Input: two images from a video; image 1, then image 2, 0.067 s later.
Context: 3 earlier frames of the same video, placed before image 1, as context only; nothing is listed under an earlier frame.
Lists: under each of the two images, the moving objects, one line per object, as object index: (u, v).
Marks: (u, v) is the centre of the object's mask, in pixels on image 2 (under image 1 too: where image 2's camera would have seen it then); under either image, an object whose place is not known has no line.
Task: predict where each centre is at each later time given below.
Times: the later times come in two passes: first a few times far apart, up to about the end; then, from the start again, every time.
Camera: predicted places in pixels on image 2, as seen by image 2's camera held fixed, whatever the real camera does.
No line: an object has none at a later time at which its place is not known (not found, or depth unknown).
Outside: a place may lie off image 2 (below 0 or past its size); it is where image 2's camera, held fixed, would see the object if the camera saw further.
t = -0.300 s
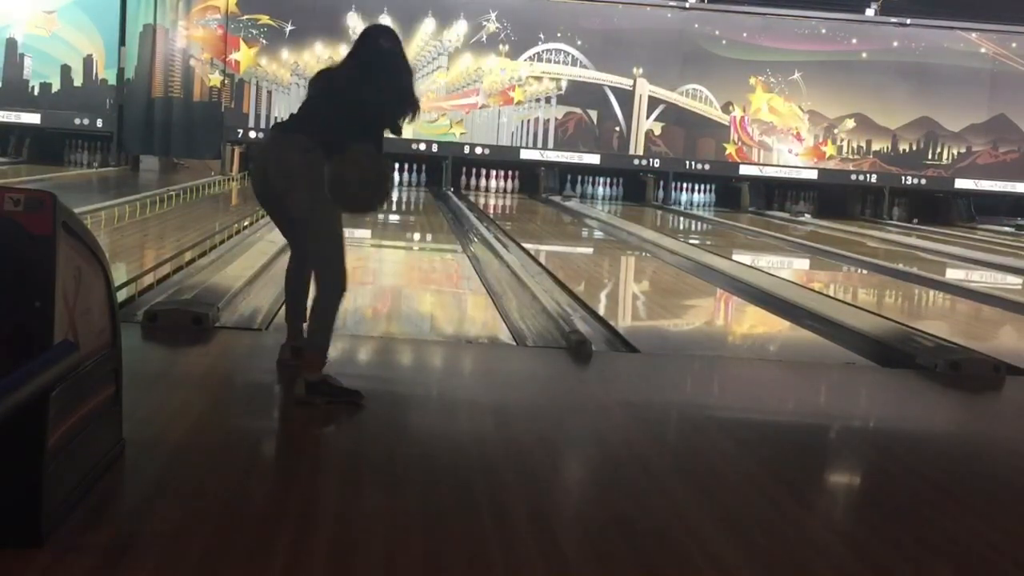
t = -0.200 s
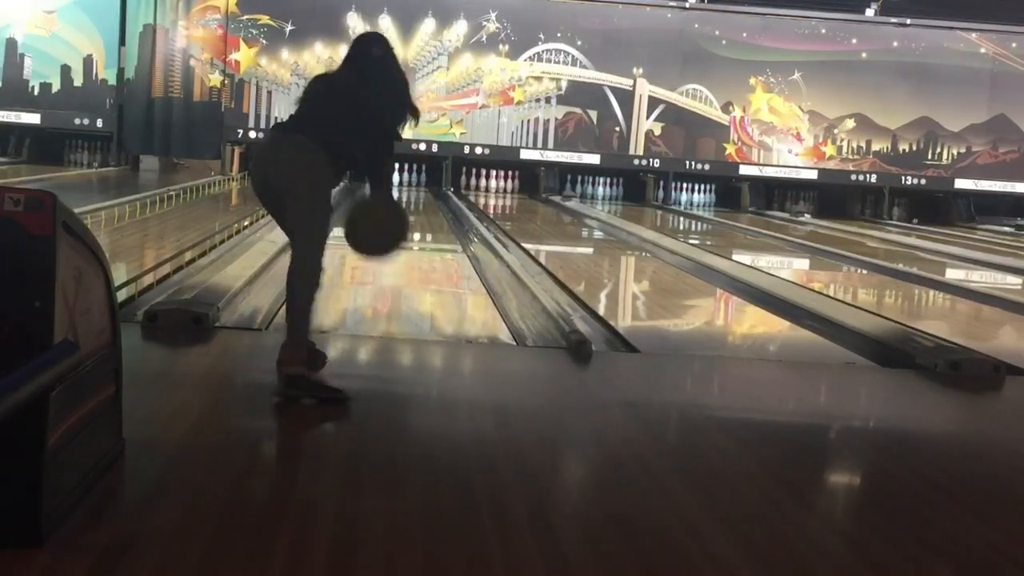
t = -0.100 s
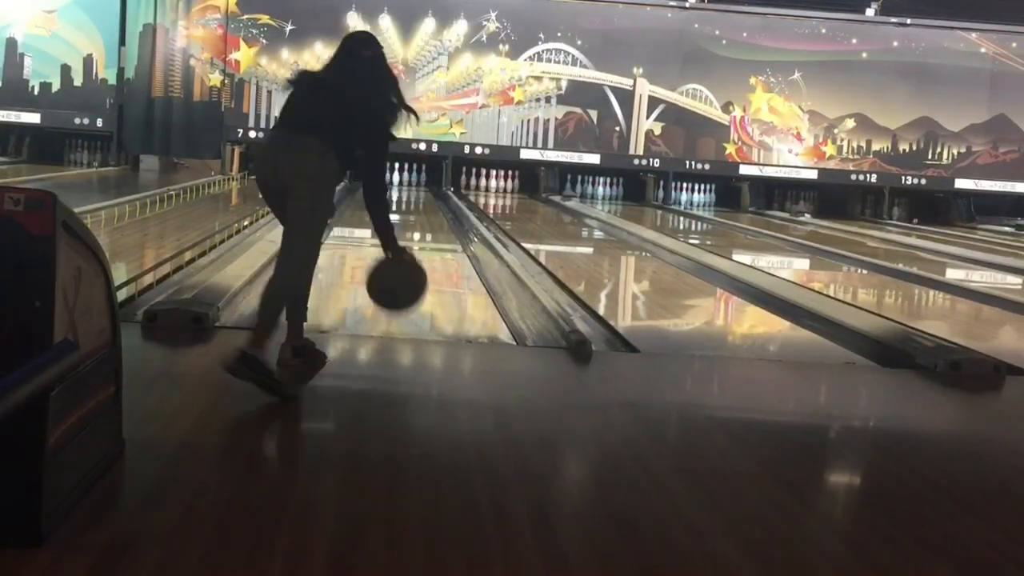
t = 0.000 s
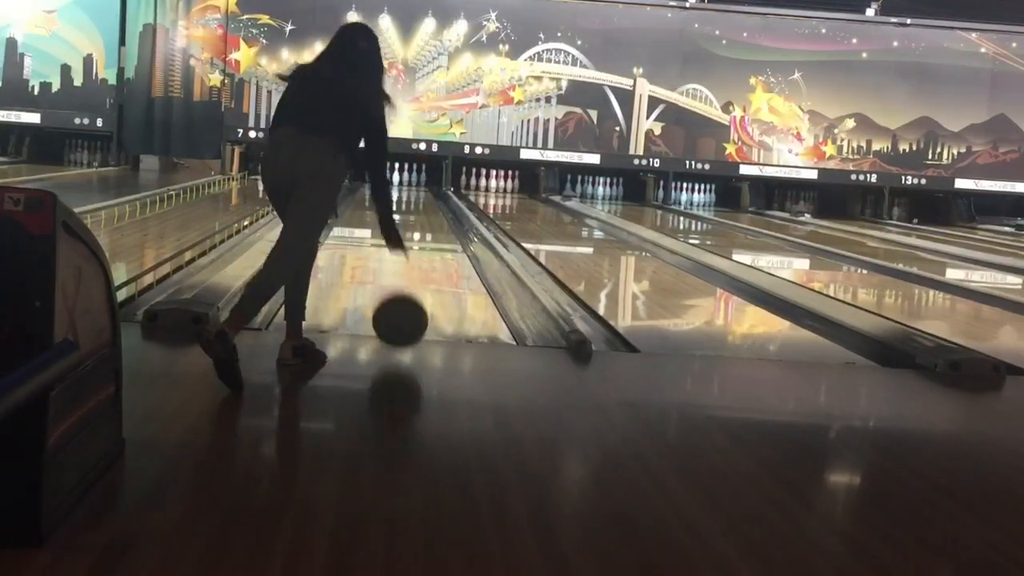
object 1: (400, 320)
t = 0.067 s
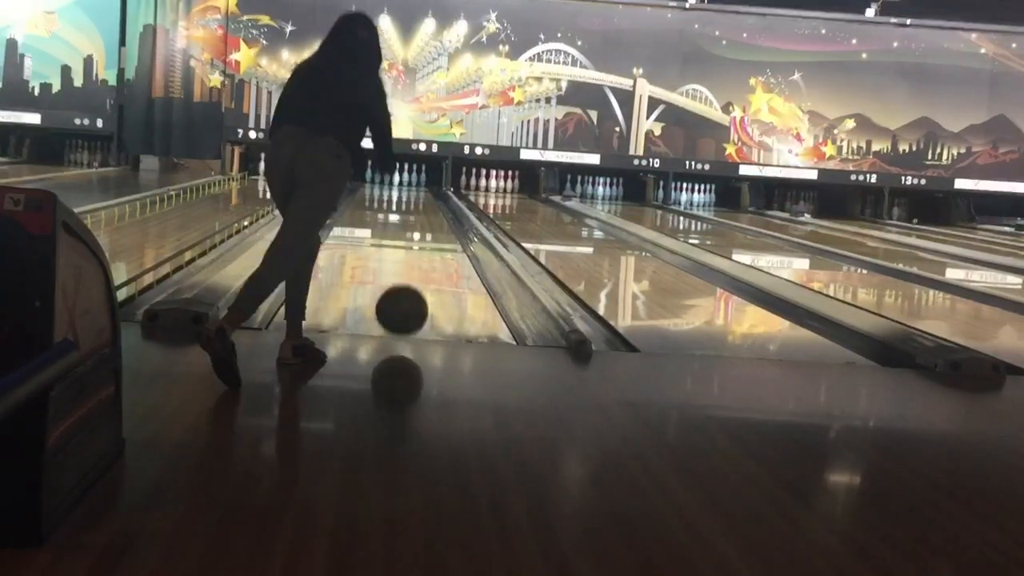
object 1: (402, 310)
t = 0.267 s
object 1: (405, 291)
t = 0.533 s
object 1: (409, 268)
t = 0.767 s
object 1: (411, 253)
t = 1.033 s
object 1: (413, 239)
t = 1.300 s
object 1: (414, 229)
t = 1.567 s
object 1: (414, 221)
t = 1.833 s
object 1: (415, 214)
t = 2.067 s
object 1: (415, 208)
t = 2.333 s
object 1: (415, 204)
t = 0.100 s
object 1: (403, 302)
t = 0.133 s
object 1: (403, 297)
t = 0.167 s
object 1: (404, 295)
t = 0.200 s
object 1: (404, 295)
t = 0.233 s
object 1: (405, 296)
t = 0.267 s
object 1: (405, 291)
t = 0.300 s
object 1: (406, 287)
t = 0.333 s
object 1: (407, 285)
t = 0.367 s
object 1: (407, 282)
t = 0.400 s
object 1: (407, 280)
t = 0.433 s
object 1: (408, 277)
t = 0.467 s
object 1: (408, 274)
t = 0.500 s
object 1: (408, 271)
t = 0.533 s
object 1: (409, 268)
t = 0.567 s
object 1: (409, 266)
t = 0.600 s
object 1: (410, 264)
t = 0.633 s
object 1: (410, 261)
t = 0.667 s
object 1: (410, 259)
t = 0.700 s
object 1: (410, 257)
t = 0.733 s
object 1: (411, 255)
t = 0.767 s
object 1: (411, 253)
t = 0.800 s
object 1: (411, 251)
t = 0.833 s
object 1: (411, 249)
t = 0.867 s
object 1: (411, 247)
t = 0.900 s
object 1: (412, 245)
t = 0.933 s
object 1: (412, 244)
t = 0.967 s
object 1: (412, 242)
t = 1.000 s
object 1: (413, 240)
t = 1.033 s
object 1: (413, 239)
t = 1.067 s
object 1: (413, 237)
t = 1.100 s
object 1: (413, 236)
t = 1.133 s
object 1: (413, 235)
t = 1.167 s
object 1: (413, 233)
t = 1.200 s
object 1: (413, 232)
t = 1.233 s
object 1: (413, 231)
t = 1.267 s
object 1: (413, 230)
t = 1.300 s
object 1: (414, 229)
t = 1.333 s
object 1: (414, 227)
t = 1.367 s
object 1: (414, 226)
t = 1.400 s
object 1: (415, 225)
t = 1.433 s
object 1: (414, 224)
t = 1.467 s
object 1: (415, 223)
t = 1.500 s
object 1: (415, 222)
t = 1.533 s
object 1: (414, 222)
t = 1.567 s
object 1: (414, 221)
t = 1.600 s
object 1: (414, 220)
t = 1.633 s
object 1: (414, 218)
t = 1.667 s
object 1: (414, 218)
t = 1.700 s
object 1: (414, 216)
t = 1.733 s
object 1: (414, 216)
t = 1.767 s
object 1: (414, 216)
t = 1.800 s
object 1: (415, 215)
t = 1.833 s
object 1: (415, 214)
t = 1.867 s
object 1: (415, 213)
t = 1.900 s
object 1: (415, 213)
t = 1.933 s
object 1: (415, 212)
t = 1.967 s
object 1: (415, 211)
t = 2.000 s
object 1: (415, 210)
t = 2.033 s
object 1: (415, 209)
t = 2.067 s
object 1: (415, 208)
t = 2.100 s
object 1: (415, 207)
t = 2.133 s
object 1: (415, 207)
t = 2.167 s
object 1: (415, 206)
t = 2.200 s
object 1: (415, 206)
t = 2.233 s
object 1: (415, 205)
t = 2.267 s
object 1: (415, 205)
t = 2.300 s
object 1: (415, 204)
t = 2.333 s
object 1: (415, 204)
